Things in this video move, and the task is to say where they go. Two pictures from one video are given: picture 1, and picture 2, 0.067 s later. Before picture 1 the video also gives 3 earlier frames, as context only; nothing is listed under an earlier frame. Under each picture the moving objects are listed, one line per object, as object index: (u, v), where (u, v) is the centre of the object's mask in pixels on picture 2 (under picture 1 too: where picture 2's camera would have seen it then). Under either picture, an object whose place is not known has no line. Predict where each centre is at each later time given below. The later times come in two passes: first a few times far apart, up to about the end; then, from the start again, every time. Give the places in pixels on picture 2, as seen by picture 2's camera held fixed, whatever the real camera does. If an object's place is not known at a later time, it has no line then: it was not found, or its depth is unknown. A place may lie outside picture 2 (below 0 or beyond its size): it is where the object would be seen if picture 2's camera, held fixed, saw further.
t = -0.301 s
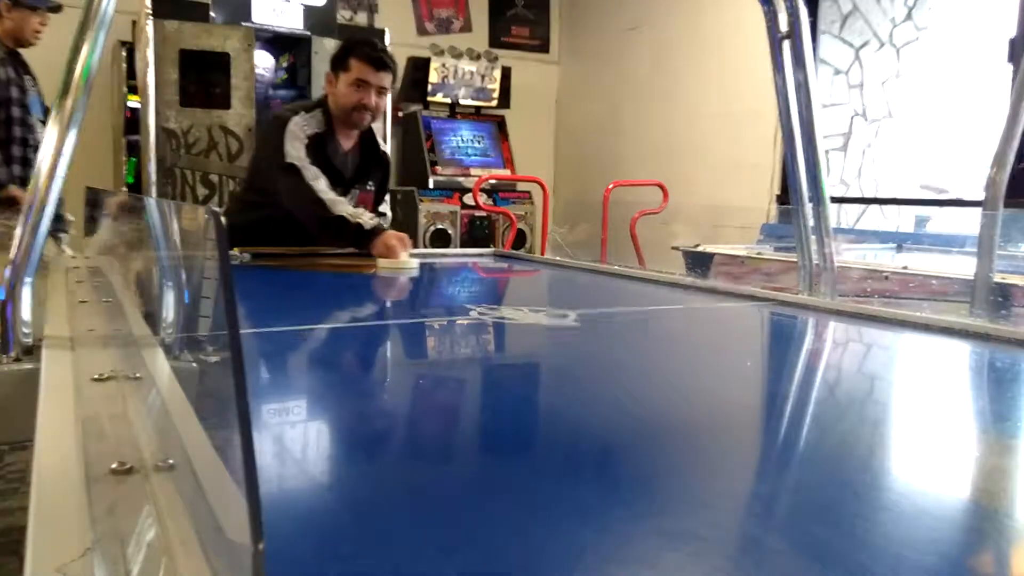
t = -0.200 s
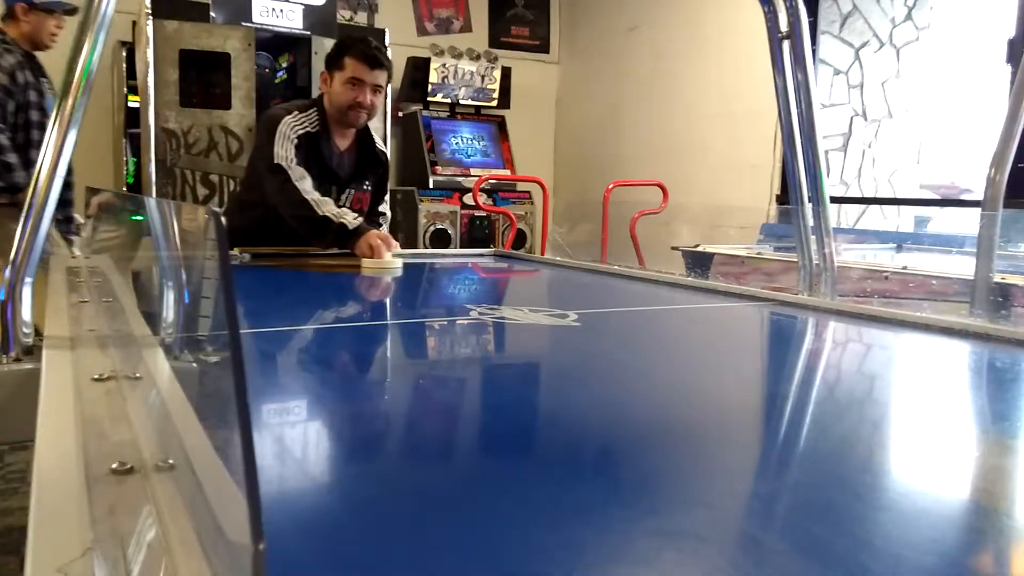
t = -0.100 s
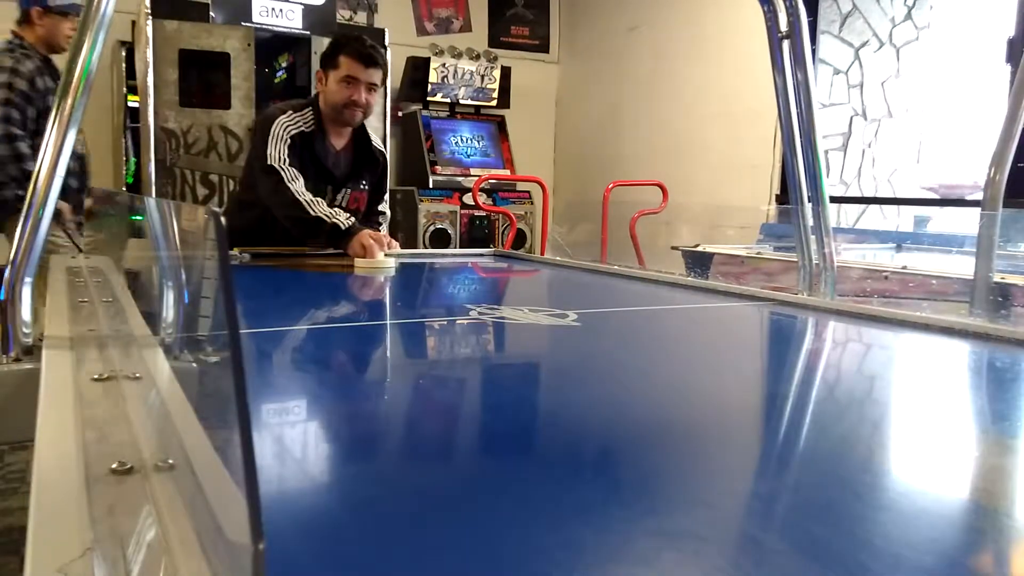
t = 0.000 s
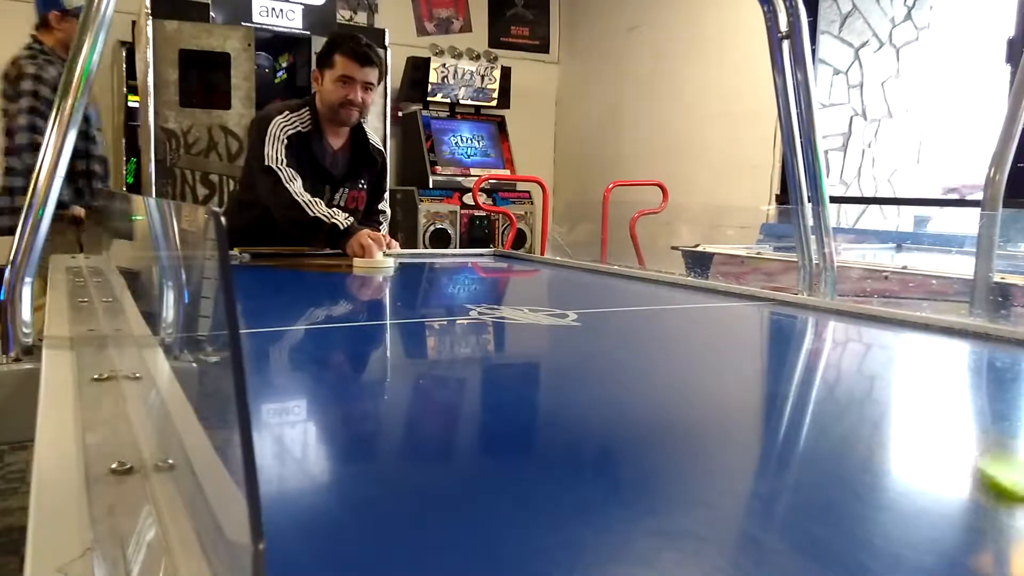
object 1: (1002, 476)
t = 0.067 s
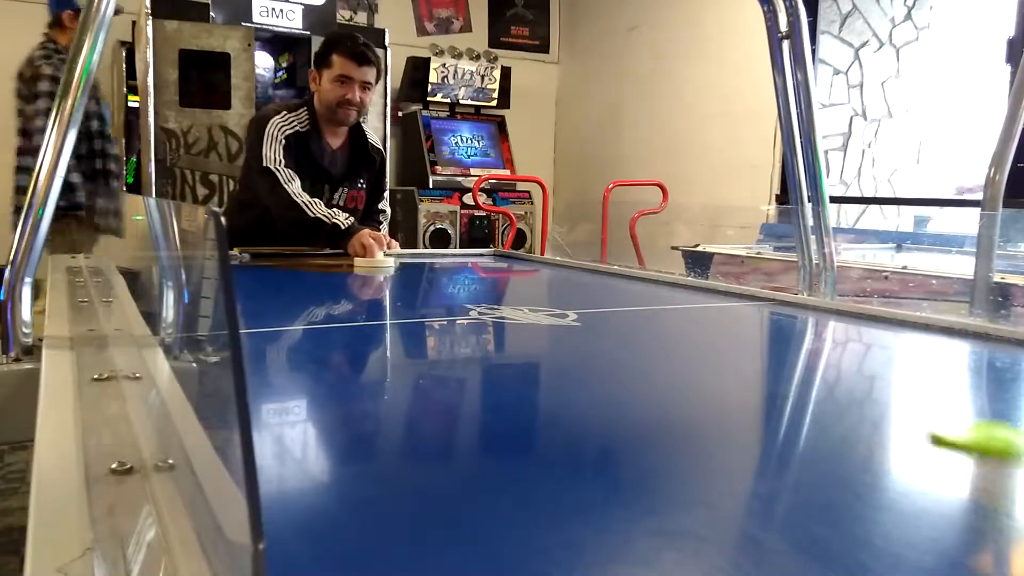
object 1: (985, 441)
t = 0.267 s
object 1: (860, 360)
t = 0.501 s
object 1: (806, 321)
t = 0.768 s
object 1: (751, 302)
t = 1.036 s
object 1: (681, 296)
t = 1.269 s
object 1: (663, 295)
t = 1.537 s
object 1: (663, 294)
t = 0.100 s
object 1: (964, 424)
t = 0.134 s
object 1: (918, 406)
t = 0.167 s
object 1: (895, 390)
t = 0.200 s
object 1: (880, 378)
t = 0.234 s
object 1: (869, 368)
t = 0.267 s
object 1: (860, 360)
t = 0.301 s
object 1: (849, 351)
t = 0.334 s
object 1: (840, 345)
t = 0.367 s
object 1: (831, 339)
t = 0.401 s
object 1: (823, 334)
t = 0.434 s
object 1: (817, 329)
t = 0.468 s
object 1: (811, 325)
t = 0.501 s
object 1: (806, 321)
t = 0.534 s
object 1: (800, 318)
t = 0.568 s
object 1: (795, 314)
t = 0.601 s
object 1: (791, 311)
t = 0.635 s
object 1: (788, 309)
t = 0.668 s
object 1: (785, 306)
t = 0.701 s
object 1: (777, 304)
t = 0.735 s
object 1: (764, 303)
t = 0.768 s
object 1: (751, 302)
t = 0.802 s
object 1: (739, 301)
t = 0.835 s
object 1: (729, 300)
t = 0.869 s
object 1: (719, 299)
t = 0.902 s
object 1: (710, 299)
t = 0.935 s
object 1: (701, 298)
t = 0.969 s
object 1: (692, 298)
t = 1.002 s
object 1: (687, 297)
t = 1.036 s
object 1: (681, 296)
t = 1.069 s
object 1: (678, 296)
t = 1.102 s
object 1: (673, 296)
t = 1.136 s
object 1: (669, 296)
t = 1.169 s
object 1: (666, 295)
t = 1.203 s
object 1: (664, 295)
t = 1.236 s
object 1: (663, 295)
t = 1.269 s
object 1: (663, 295)
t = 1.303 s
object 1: (663, 295)
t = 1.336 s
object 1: (662, 295)
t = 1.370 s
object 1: (662, 295)
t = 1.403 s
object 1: (663, 294)
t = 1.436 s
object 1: (663, 294)
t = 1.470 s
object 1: (663, 294)
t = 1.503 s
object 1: (662, 295)
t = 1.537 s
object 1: (663, 294)
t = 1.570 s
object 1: (663, 294)
